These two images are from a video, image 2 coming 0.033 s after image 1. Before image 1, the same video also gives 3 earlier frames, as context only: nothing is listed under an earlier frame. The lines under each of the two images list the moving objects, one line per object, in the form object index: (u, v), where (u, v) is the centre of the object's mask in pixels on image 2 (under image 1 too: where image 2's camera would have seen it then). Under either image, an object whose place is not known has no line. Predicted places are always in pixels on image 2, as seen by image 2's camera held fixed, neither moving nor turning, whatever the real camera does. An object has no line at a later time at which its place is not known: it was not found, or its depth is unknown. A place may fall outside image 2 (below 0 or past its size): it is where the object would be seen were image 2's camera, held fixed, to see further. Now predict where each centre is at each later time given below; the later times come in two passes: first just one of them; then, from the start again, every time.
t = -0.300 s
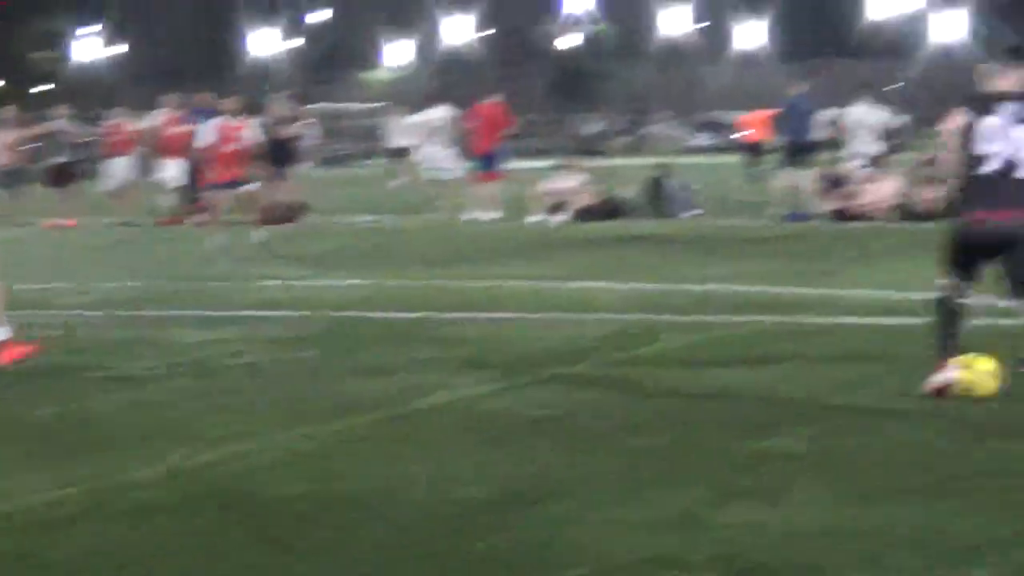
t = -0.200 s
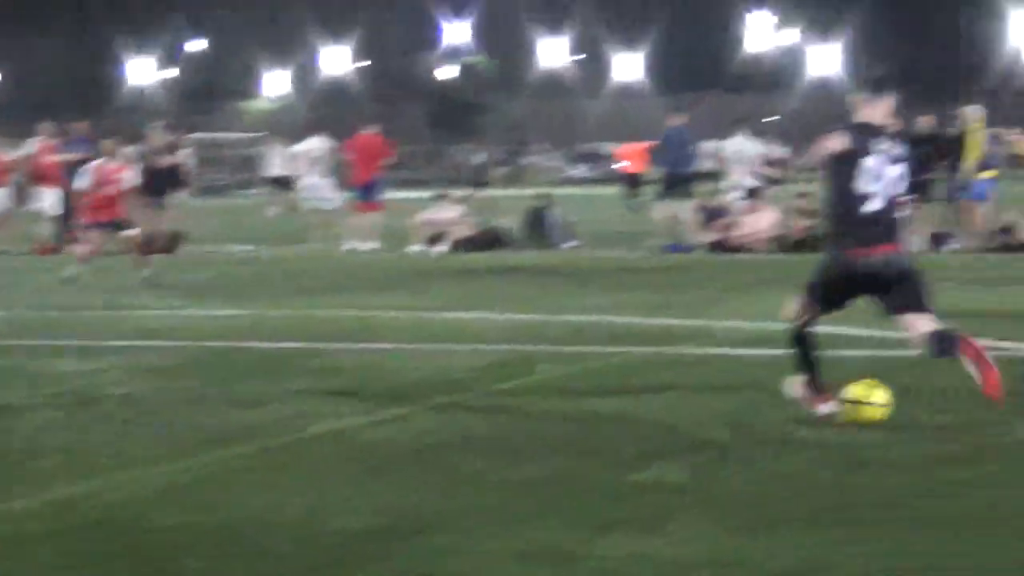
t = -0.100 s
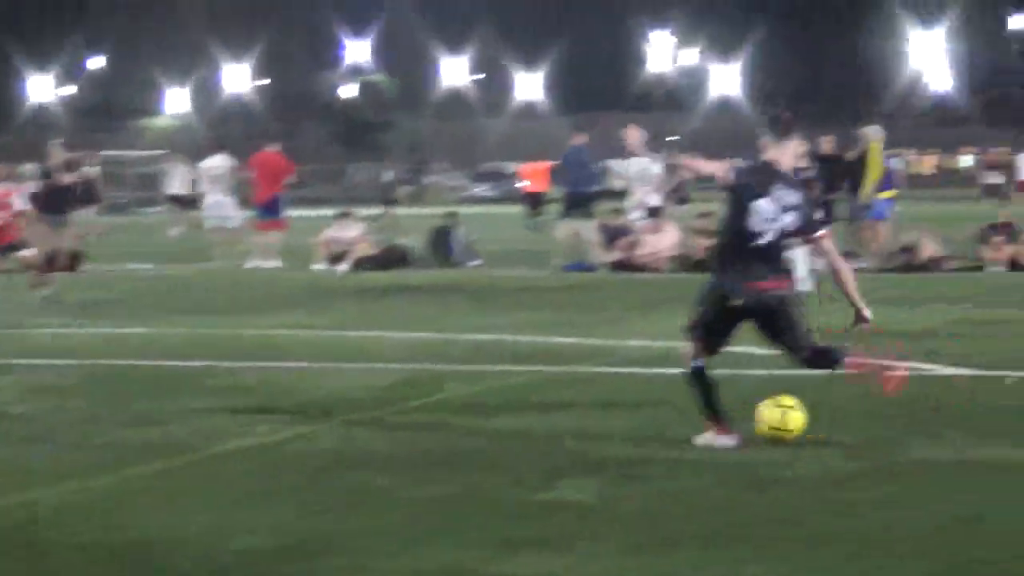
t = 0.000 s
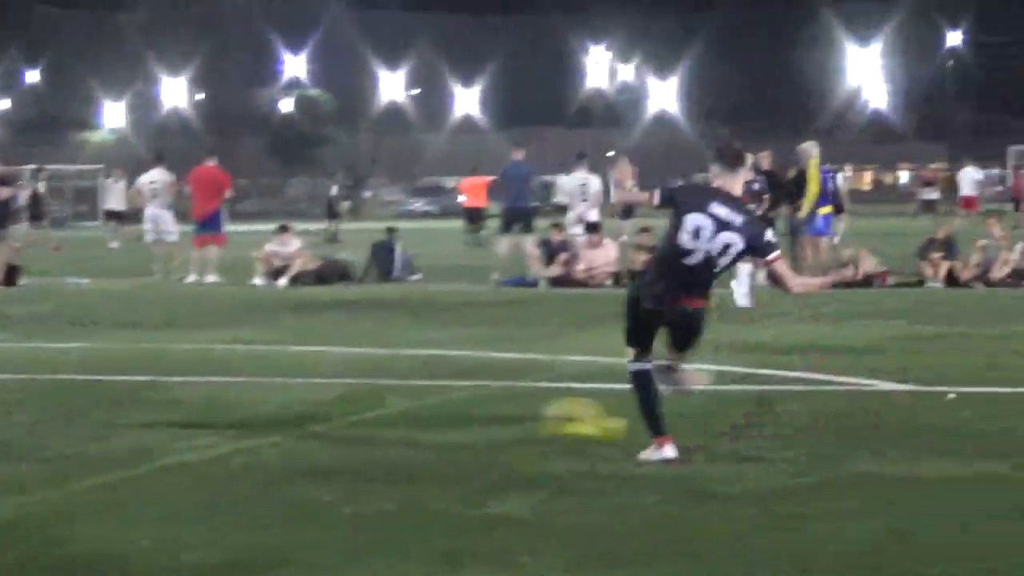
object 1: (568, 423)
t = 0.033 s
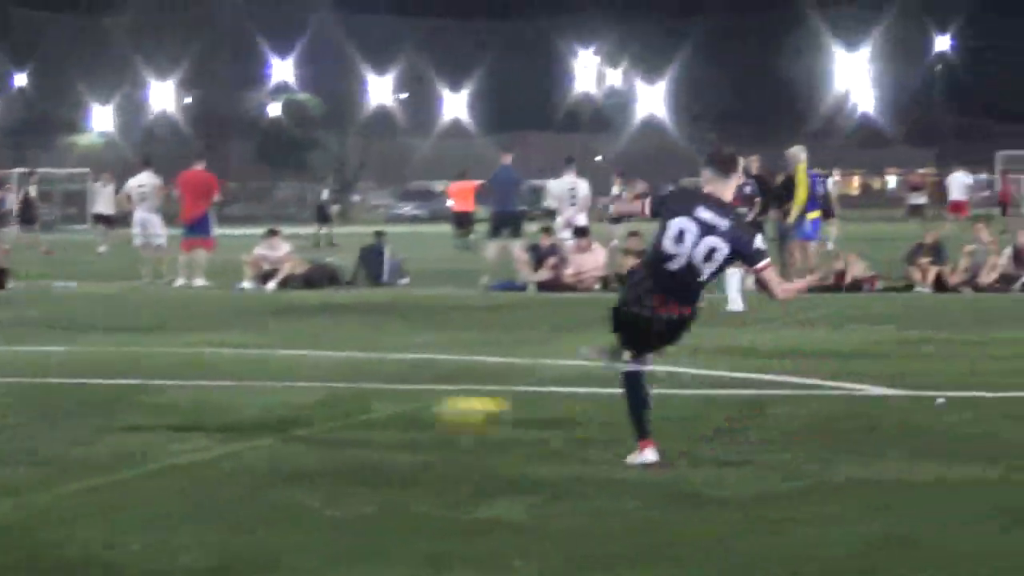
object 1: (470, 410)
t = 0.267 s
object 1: (-57, 390)
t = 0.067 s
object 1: (378, 406)
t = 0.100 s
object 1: (290, 409)
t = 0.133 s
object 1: (220, 401)
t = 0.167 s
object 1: (138, 393)
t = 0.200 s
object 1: (72, 389)
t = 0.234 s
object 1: (5, 389)
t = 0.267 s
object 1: (-57, 390)
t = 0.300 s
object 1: (-119, 387)
